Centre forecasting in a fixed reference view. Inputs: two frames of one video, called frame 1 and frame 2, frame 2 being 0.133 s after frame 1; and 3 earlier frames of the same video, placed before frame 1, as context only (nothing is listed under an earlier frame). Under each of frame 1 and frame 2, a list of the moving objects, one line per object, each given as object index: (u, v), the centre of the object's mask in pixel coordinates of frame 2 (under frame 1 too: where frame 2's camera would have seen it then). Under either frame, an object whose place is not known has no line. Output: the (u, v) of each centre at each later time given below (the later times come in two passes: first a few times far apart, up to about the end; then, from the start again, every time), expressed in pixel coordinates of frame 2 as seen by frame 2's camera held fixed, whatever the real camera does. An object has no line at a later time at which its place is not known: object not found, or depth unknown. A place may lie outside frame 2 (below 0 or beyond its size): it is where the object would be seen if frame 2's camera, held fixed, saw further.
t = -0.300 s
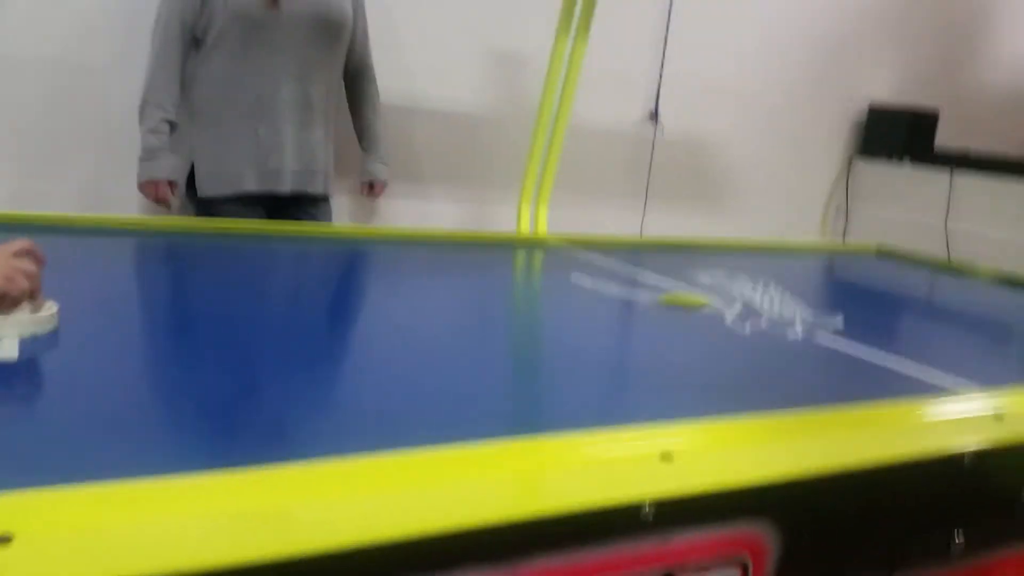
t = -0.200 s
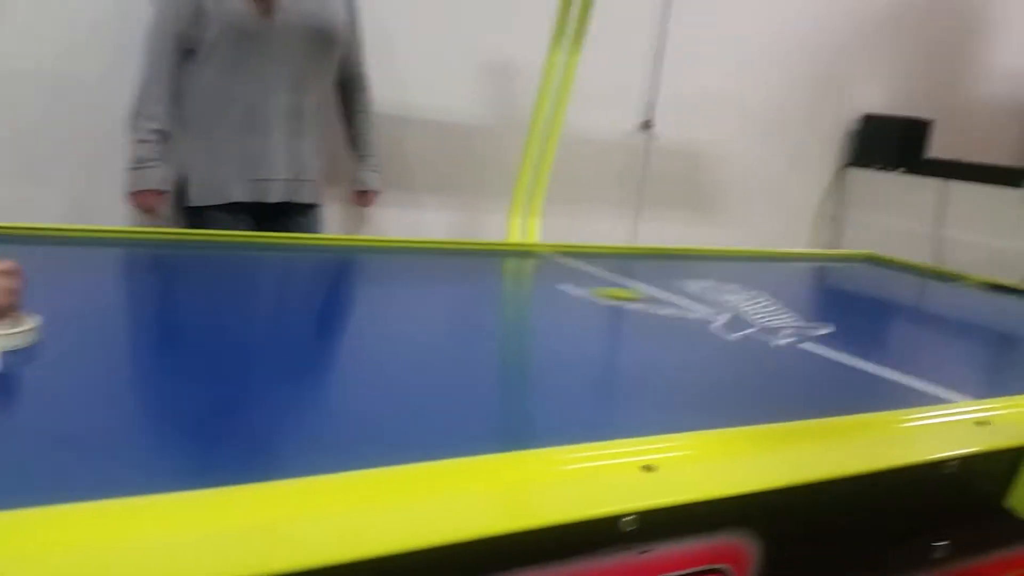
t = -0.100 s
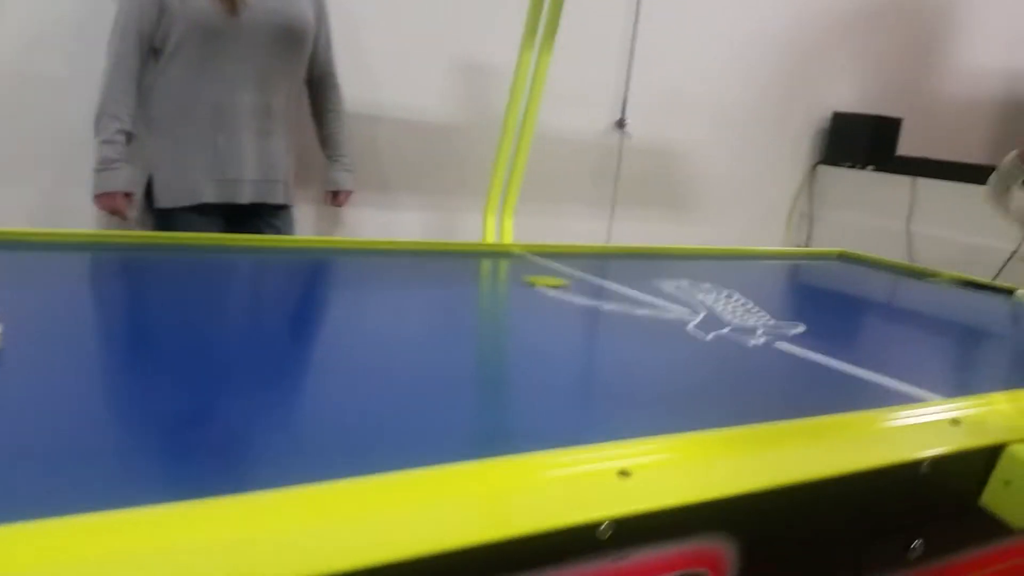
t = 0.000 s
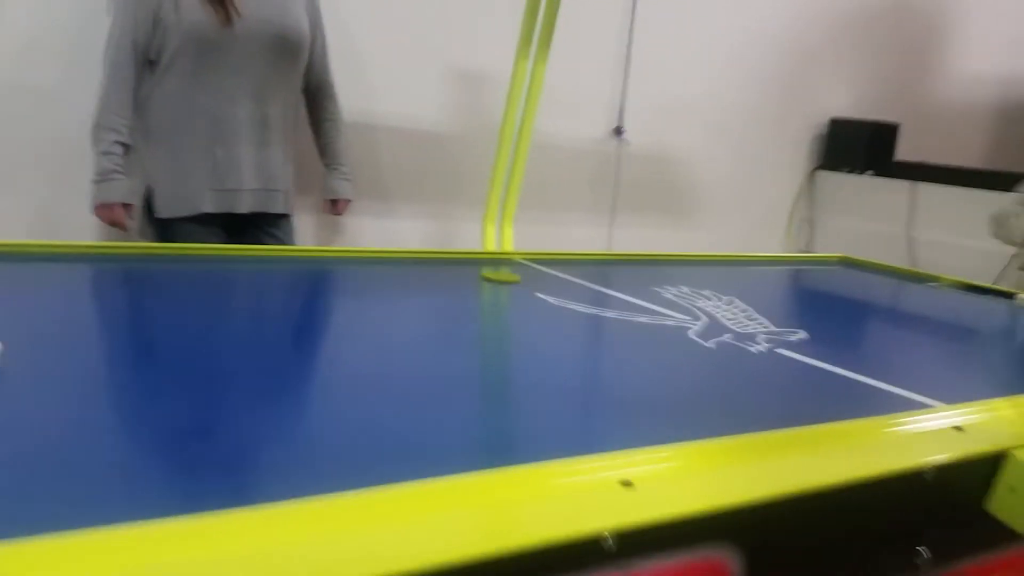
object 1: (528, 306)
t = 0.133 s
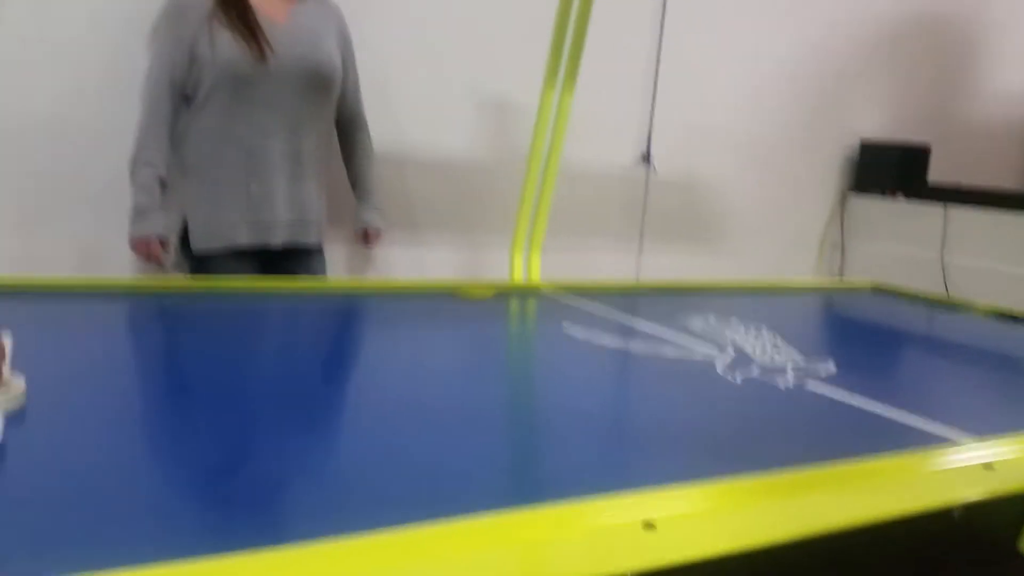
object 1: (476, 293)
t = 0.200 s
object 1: (472, 295)
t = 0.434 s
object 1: (497, 320)
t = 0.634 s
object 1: (525, 347)
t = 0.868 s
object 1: (570, 392)
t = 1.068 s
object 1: (624, 447)
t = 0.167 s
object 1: (470, 292)
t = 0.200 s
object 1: (472, 295)
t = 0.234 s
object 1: (474, 298)
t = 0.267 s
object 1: (478, 302)
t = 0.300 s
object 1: (481, 305)
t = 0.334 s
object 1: (485, 309)
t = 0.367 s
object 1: (489, 313)
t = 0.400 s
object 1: (492, 316)
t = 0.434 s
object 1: (497, 320)
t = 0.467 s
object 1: (501, 324)
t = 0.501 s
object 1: (505, 328)
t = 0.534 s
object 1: (510, 333)
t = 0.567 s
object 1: (515, 338)
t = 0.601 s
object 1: (520, 342)
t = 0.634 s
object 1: (525, 347)
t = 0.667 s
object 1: (531, 353)
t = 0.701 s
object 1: (537, 358)
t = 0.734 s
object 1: (542, 364)
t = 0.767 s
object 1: (548, 371)
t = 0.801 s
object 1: (555, 378)
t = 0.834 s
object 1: (562, 385)
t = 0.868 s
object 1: (570, 392)
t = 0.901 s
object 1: (578, 399)
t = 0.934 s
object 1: (585, 407)
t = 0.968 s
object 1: (594, 417)
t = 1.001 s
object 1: (603, 426)
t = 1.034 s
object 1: (613, 436)
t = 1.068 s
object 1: (624, 447)
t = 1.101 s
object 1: (635, 458)
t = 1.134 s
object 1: (646, 470)
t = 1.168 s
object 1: (650, 476)
